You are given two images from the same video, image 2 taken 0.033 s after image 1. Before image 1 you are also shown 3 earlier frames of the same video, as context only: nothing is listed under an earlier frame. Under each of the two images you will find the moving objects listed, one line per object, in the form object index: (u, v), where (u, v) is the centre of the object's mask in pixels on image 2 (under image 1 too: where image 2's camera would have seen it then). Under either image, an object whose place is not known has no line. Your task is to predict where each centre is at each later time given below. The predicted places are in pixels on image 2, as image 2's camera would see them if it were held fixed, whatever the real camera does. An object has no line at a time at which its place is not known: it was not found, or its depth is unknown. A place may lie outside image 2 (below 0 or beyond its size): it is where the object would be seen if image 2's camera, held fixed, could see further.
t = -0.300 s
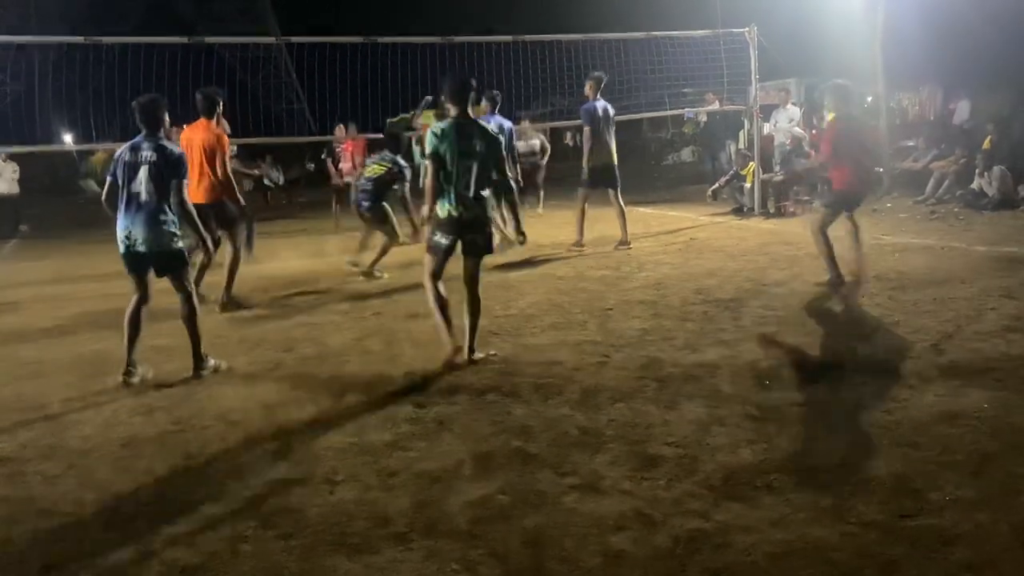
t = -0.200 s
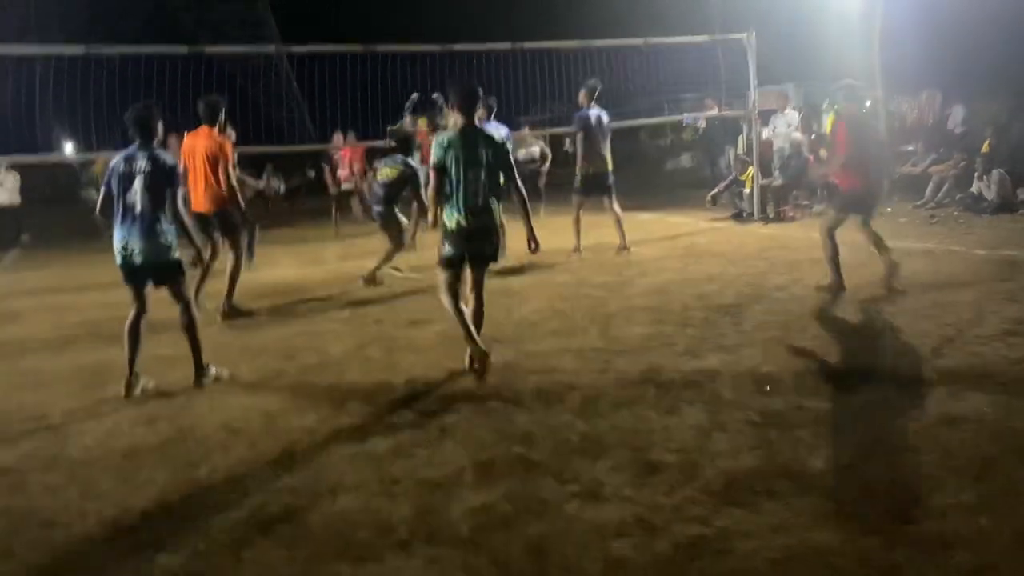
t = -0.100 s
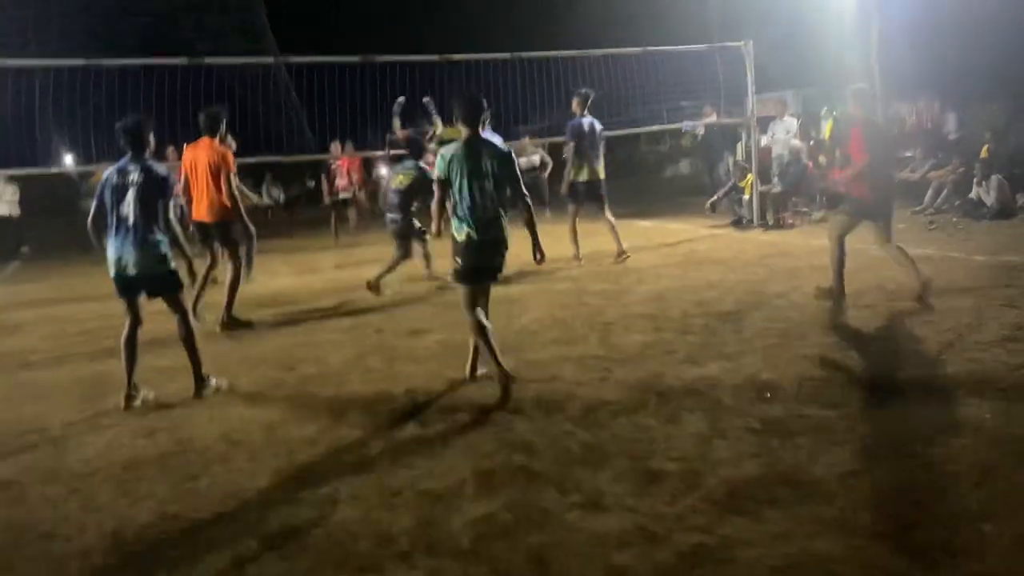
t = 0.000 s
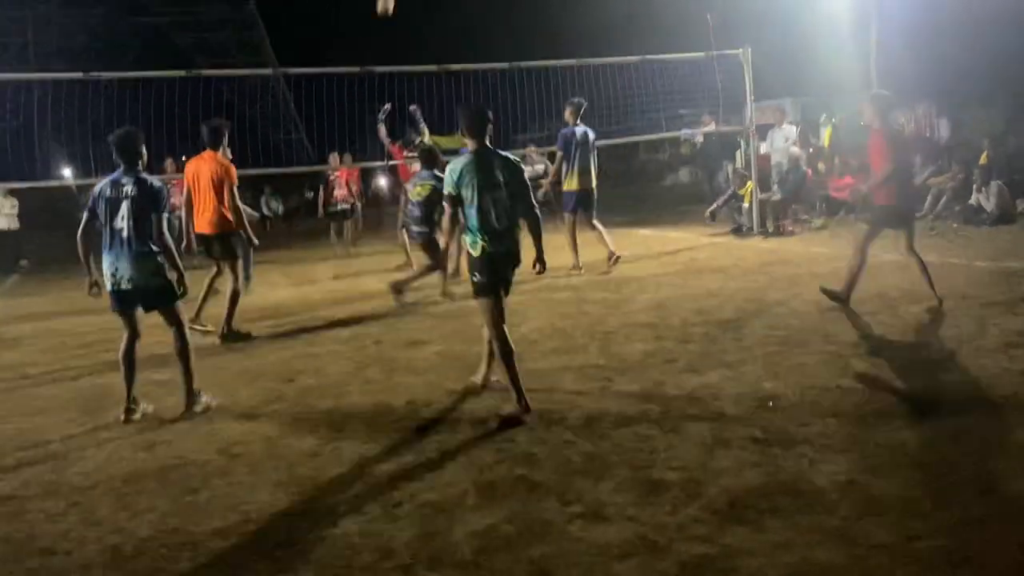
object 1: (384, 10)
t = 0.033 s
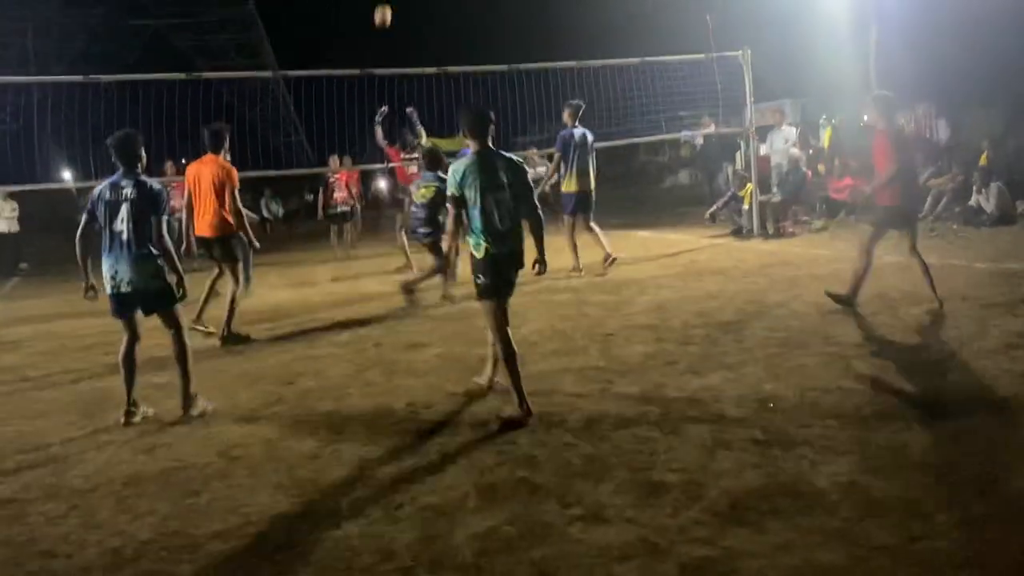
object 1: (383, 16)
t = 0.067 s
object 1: (380, 26)
